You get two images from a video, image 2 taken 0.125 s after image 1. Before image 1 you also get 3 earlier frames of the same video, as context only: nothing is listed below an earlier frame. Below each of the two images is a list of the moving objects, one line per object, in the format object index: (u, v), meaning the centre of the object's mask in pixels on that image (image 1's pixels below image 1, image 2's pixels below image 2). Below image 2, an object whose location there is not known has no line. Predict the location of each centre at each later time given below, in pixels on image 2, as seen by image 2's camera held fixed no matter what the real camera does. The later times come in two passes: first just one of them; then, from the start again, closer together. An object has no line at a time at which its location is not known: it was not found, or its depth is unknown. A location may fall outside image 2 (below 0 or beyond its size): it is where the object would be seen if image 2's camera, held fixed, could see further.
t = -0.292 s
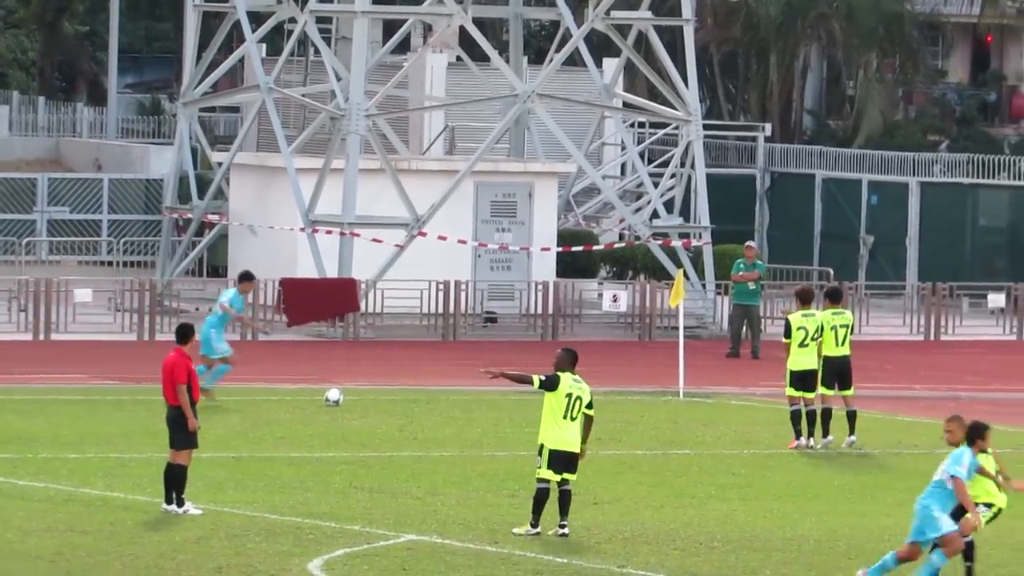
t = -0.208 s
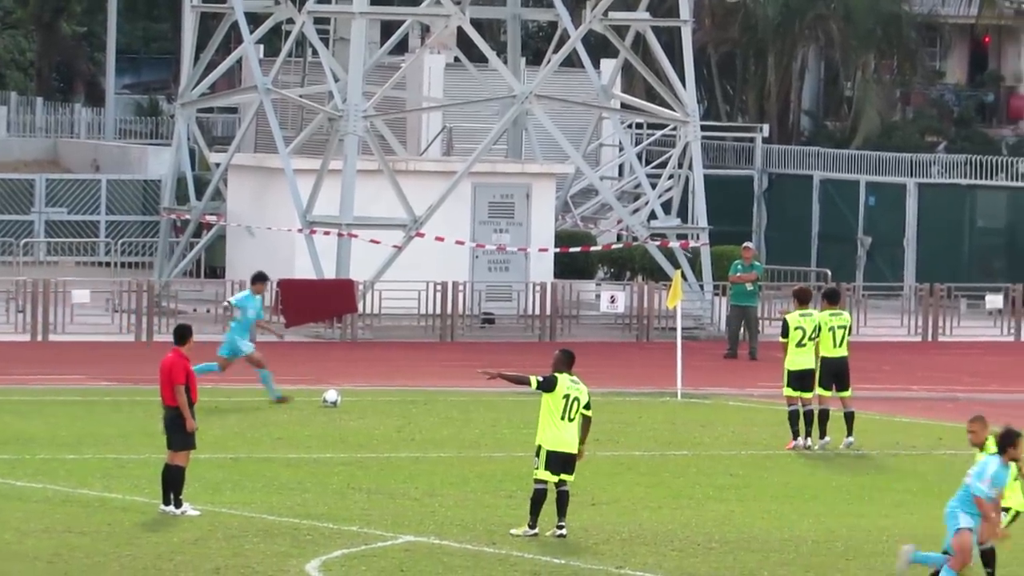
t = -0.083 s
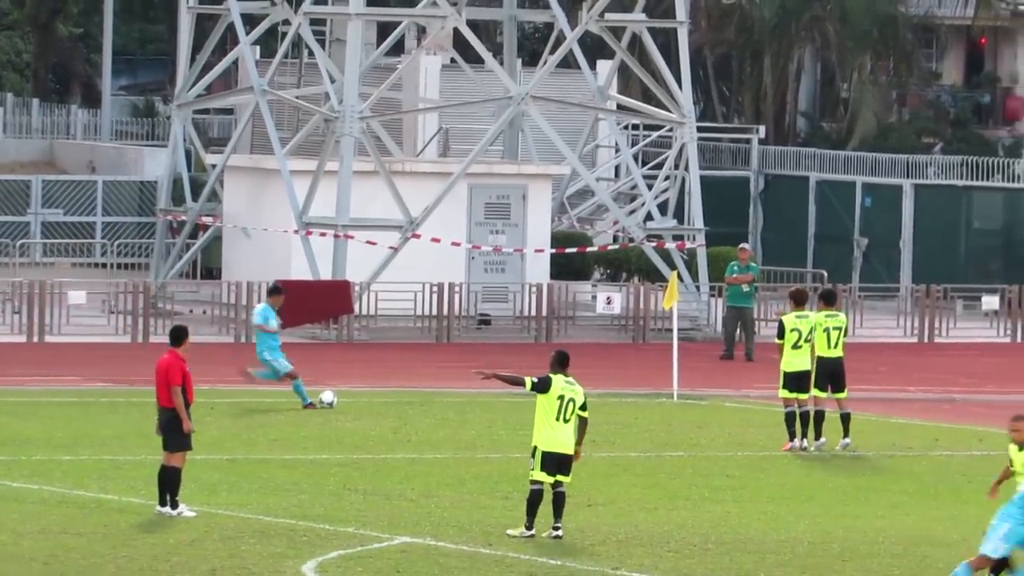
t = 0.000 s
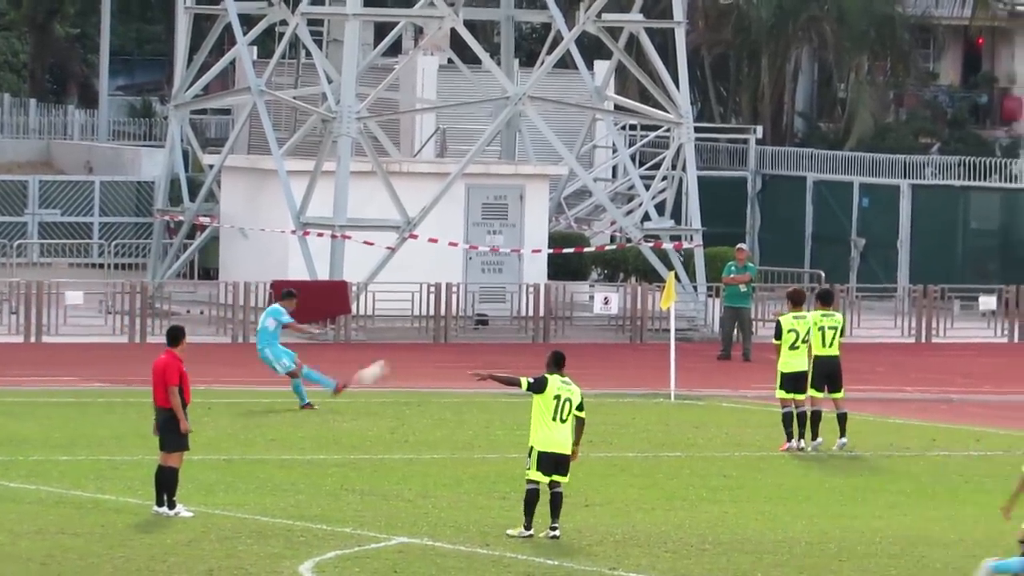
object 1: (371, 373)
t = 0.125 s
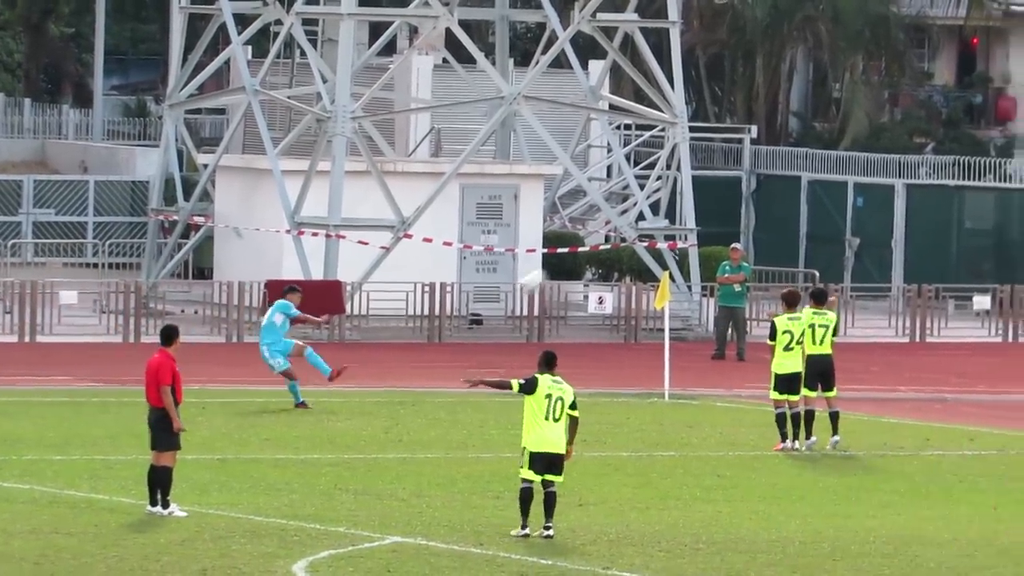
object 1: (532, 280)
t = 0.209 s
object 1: (636, 228)
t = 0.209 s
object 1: (636, 228)
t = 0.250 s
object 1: (689, 200)
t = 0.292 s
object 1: (743, 176)
